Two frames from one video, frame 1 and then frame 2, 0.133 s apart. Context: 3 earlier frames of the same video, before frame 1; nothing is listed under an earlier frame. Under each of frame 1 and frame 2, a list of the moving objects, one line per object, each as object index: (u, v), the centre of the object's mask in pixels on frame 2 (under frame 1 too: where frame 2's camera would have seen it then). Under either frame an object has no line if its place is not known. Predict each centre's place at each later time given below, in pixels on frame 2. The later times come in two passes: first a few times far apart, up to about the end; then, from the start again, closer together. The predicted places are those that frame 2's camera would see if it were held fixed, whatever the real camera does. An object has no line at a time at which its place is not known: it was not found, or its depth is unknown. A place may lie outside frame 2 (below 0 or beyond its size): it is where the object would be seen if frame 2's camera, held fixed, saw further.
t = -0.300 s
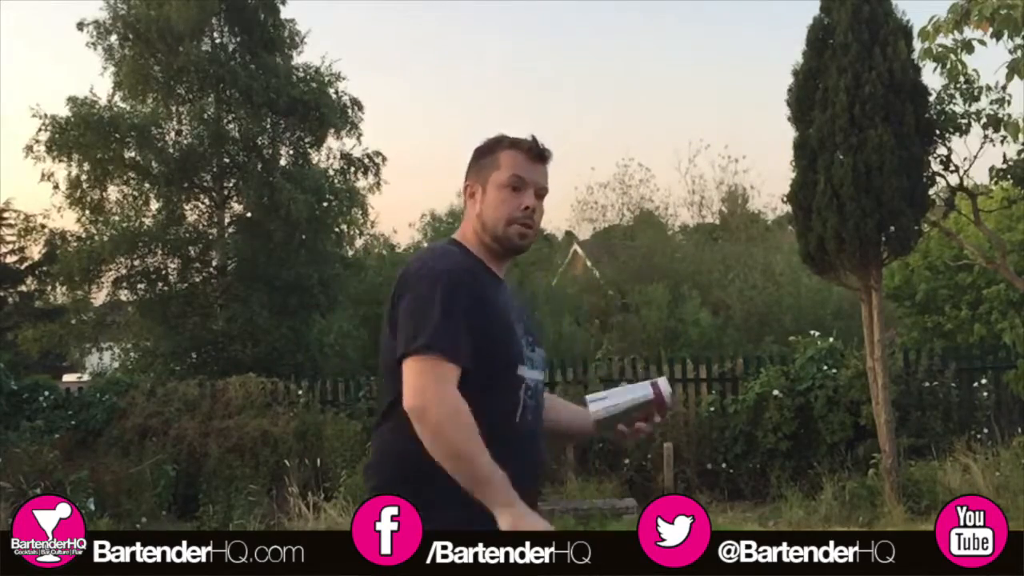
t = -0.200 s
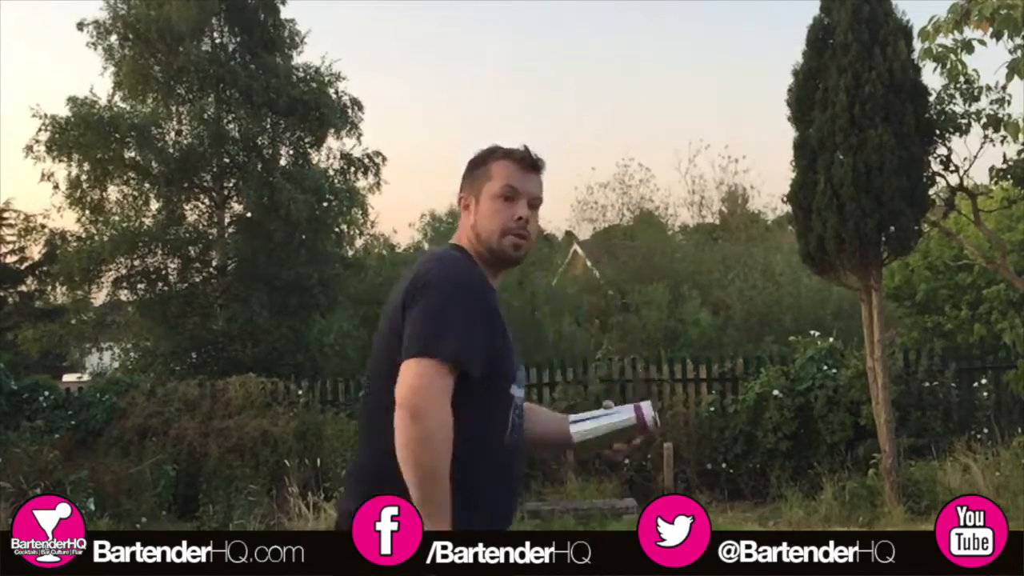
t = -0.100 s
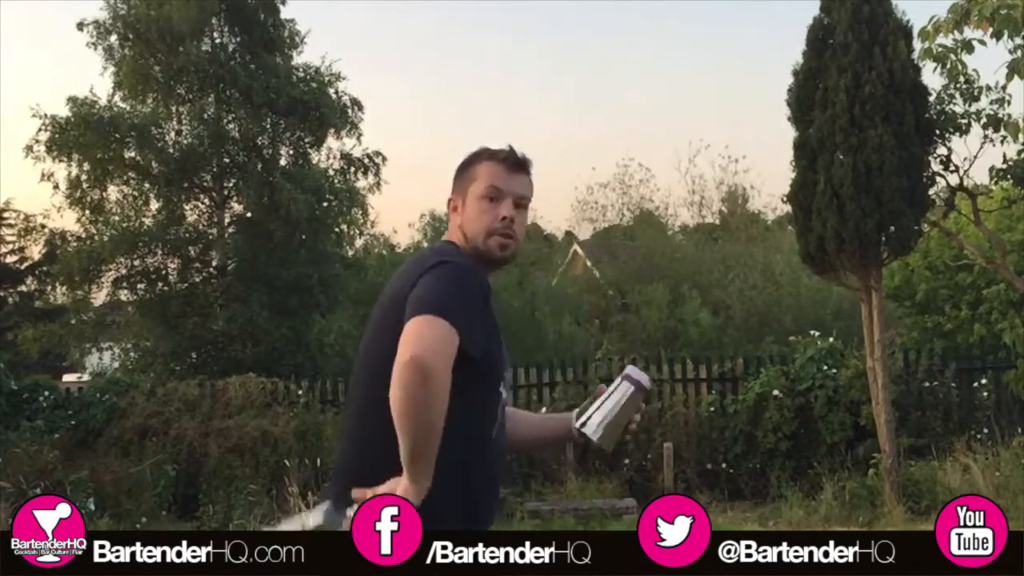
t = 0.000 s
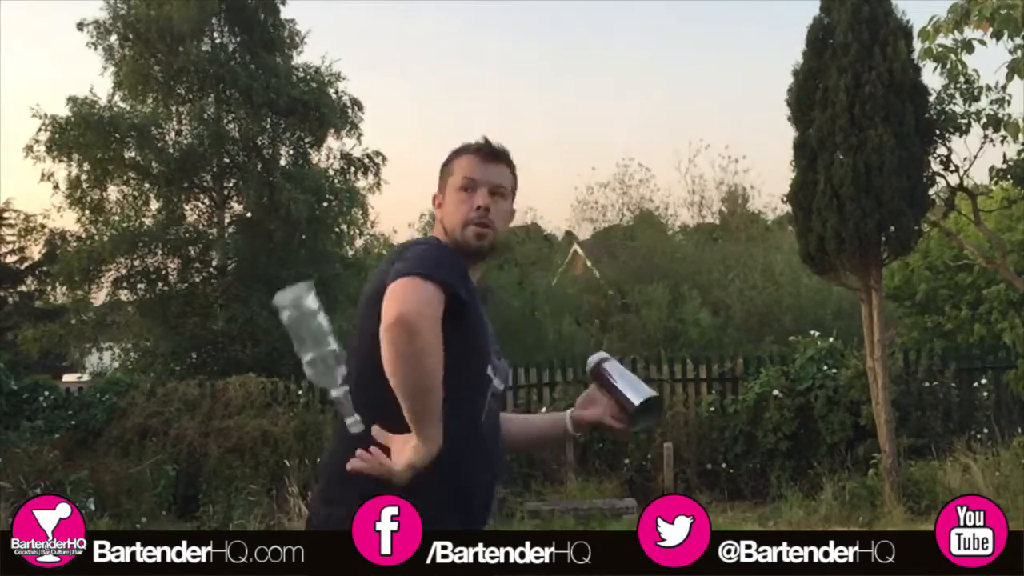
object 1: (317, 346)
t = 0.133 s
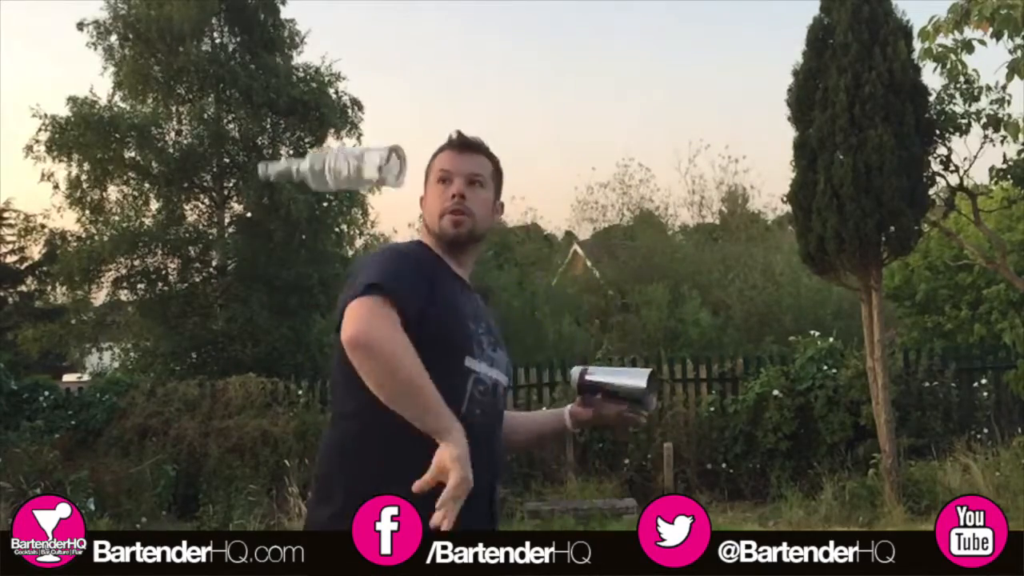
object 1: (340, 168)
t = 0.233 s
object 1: (376, 91)
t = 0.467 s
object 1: (444, 147)
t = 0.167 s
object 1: (351, 135)
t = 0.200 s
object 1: (362, 109)
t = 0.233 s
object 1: (376, 91)
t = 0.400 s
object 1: (428, 105)
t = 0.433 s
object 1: (436, 124)
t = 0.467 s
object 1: (444, 147)
